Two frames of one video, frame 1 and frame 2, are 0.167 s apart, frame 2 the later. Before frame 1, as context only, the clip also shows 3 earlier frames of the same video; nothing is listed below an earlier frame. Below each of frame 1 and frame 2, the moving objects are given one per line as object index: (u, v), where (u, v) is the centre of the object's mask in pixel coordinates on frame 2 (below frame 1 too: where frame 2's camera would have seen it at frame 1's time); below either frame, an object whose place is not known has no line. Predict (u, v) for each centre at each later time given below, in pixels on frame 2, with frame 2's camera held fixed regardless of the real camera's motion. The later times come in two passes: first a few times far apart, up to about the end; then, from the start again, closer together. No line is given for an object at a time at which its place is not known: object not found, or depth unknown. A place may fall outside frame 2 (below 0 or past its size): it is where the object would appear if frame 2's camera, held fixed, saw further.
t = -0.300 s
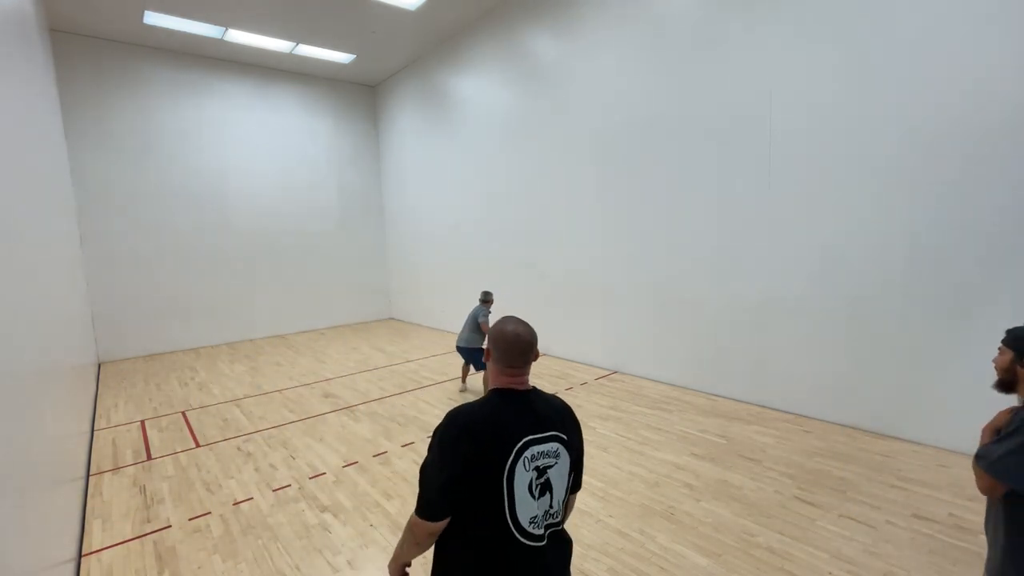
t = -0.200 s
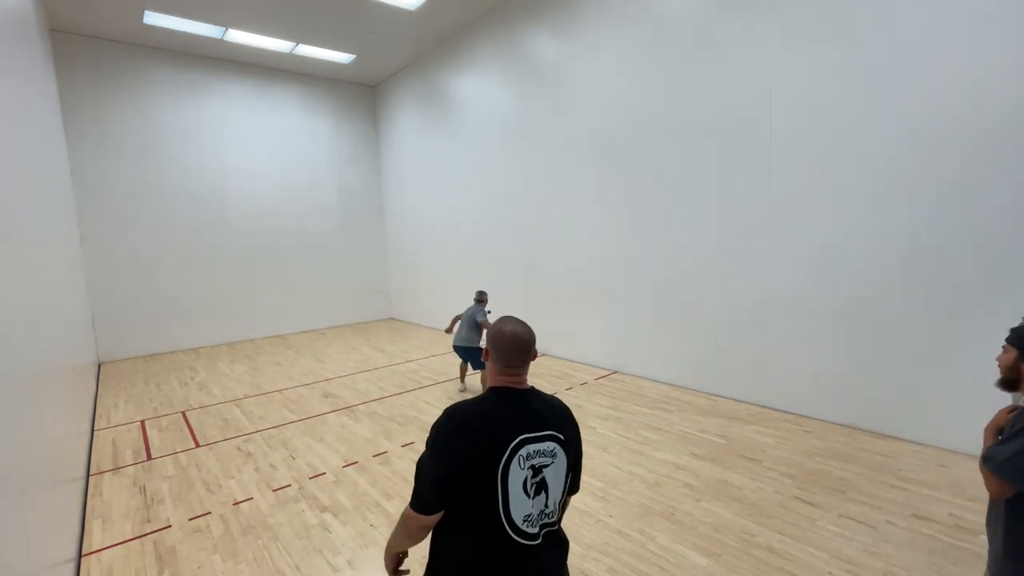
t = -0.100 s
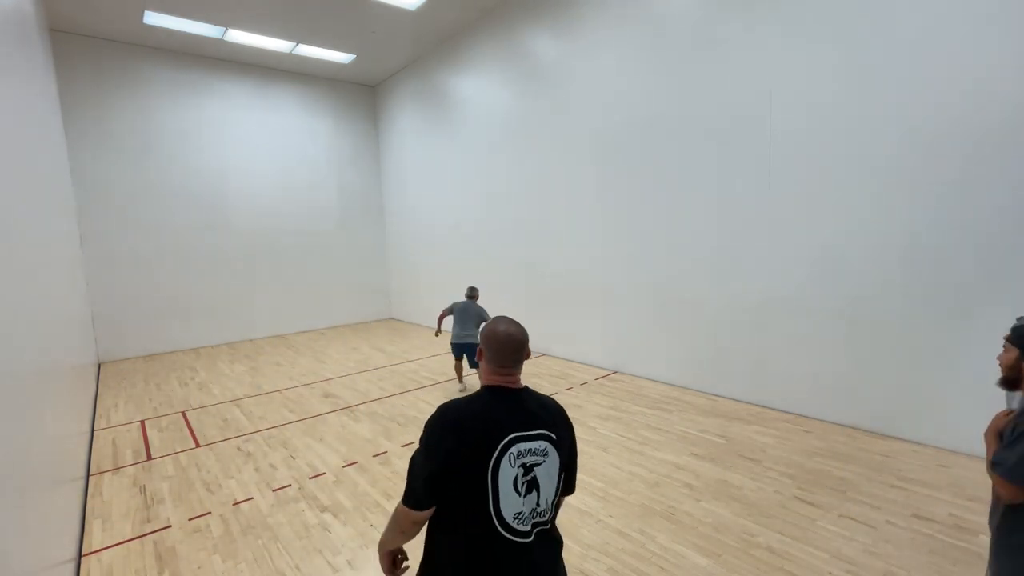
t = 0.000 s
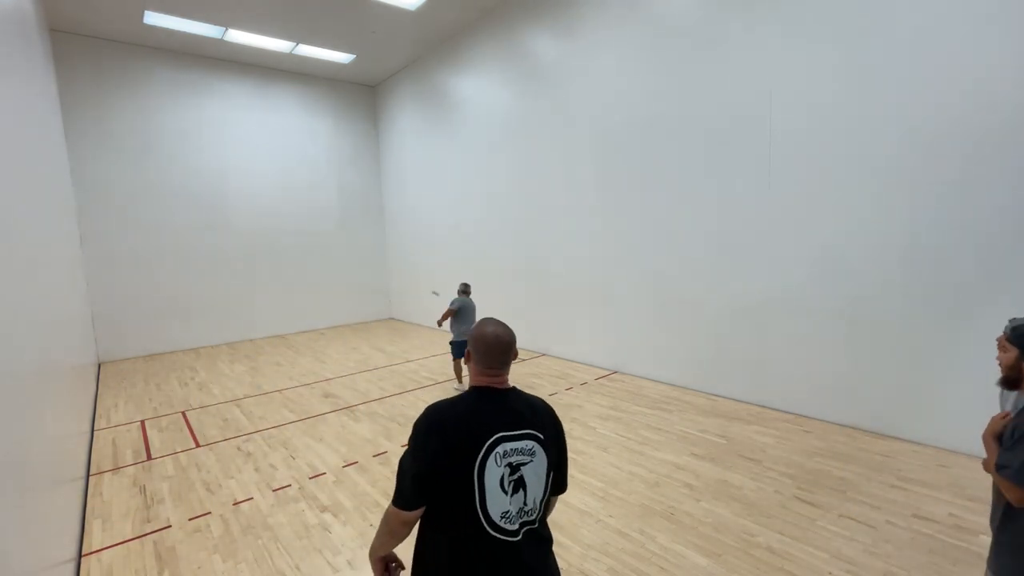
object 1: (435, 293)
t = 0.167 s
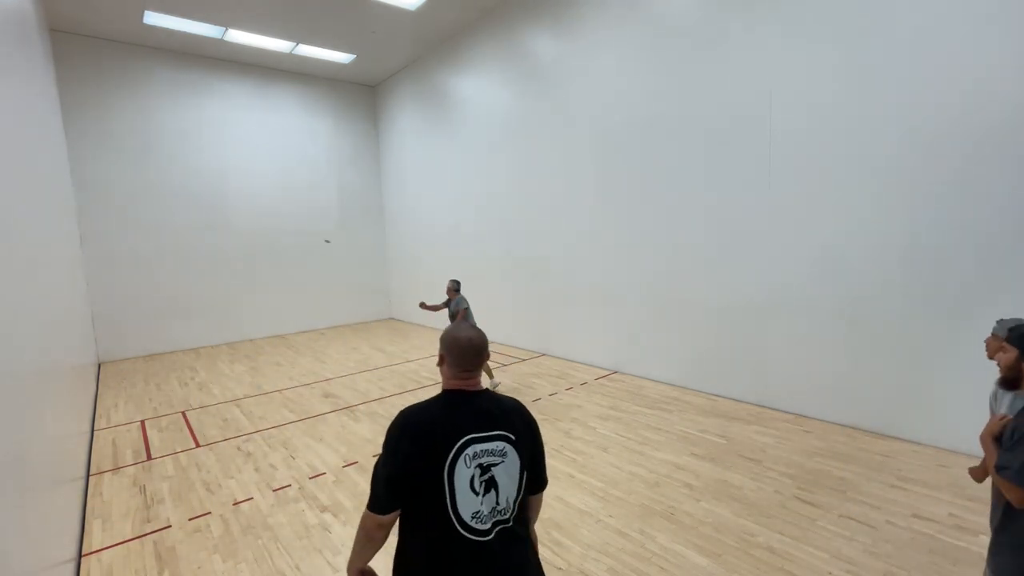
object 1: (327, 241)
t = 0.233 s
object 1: (290, 227)
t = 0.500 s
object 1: (232, 195)
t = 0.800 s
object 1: (198, 188)
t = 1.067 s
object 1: (128, 268)
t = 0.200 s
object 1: (308, 234)
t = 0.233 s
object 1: (290, 227)
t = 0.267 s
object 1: (274, 222)
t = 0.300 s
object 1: (259, 218)
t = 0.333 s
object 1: (245, 214)
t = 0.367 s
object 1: (241, 210)
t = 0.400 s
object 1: (239, 206)
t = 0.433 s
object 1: (236, 202)
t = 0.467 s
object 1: (234, 198)
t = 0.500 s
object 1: (232, 195)
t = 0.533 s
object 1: (229, 192)
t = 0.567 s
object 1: (226, 190)
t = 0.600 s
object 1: (223, 188)
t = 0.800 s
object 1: (198, 188)
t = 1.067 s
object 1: (128, 268)
